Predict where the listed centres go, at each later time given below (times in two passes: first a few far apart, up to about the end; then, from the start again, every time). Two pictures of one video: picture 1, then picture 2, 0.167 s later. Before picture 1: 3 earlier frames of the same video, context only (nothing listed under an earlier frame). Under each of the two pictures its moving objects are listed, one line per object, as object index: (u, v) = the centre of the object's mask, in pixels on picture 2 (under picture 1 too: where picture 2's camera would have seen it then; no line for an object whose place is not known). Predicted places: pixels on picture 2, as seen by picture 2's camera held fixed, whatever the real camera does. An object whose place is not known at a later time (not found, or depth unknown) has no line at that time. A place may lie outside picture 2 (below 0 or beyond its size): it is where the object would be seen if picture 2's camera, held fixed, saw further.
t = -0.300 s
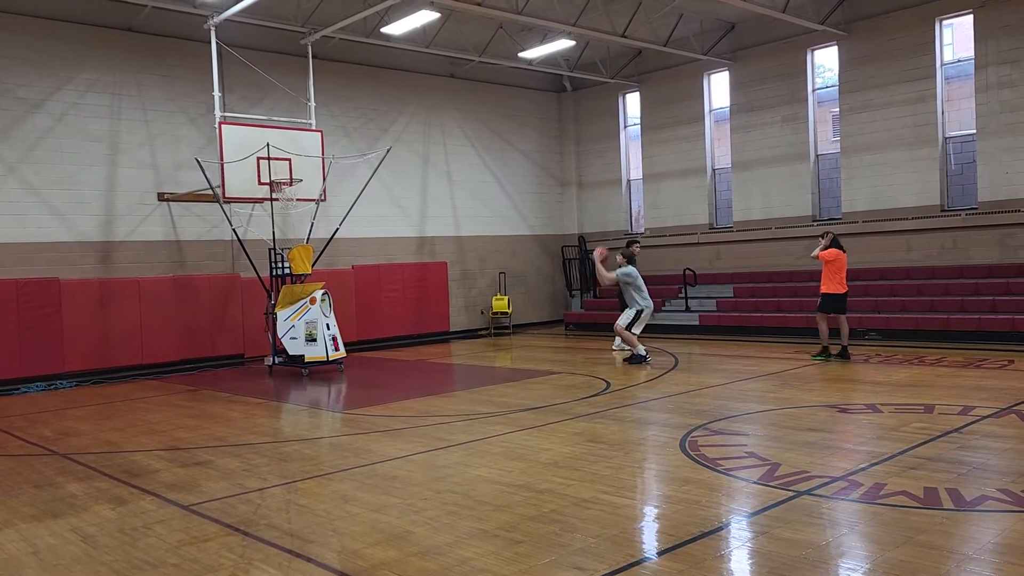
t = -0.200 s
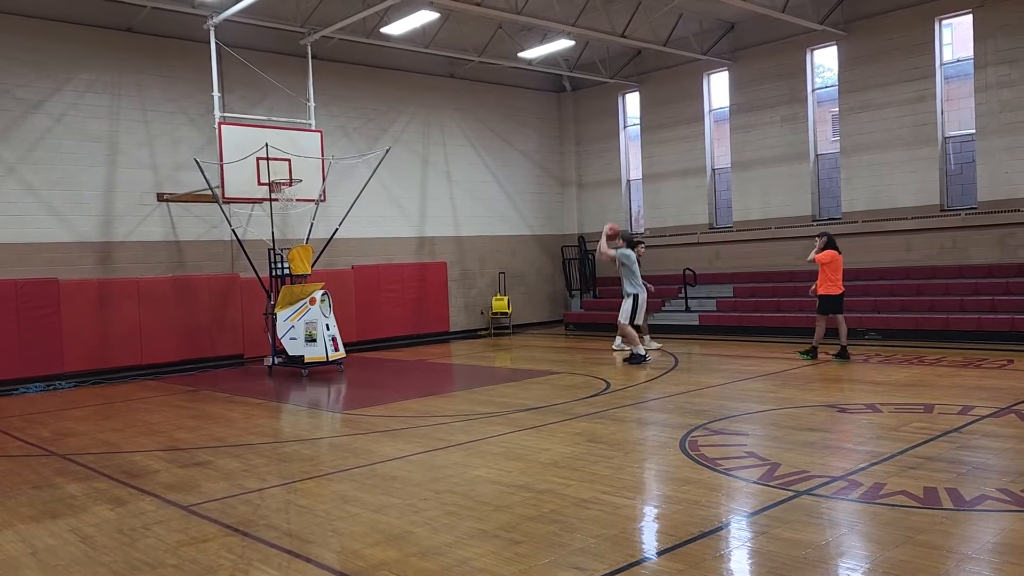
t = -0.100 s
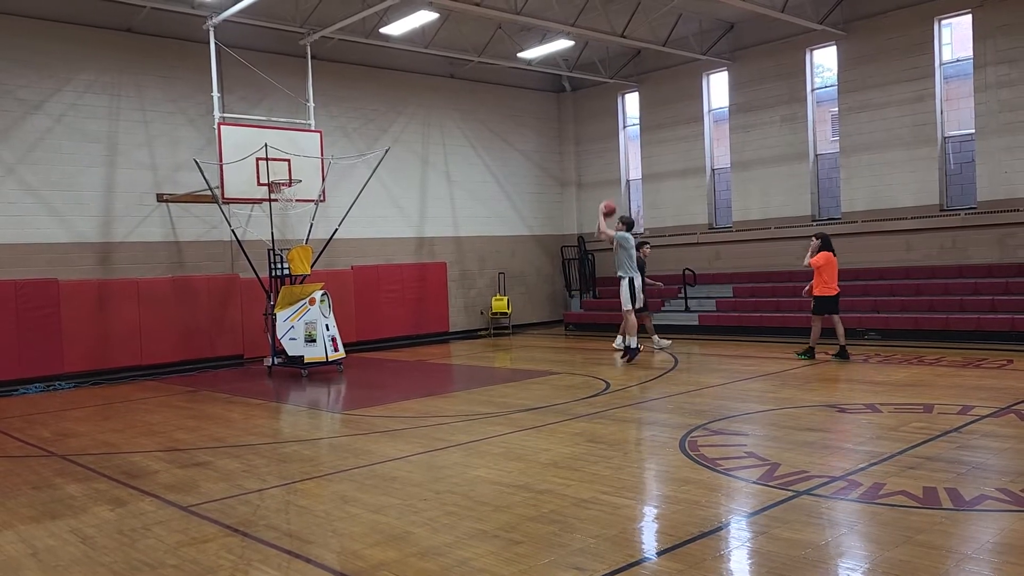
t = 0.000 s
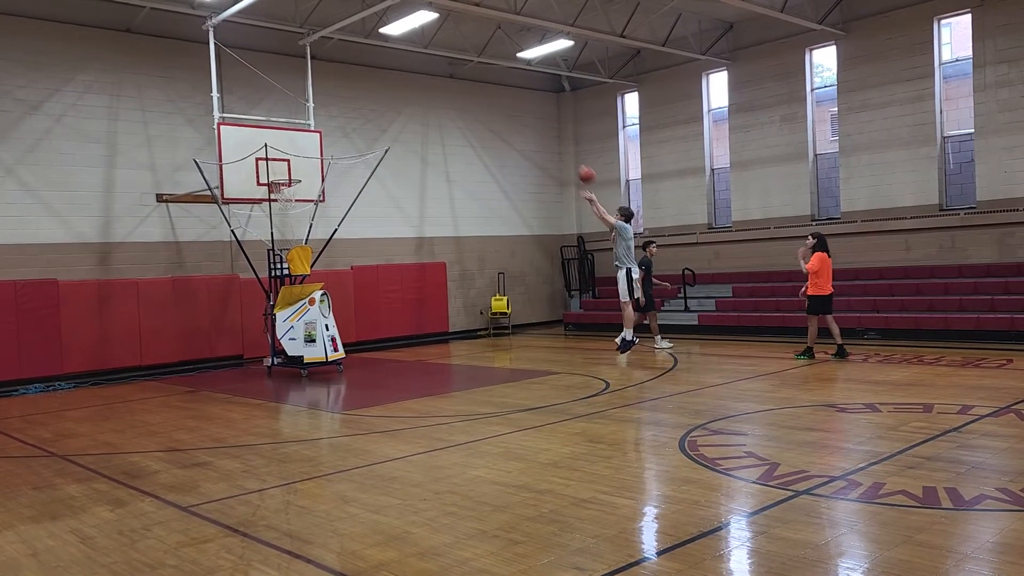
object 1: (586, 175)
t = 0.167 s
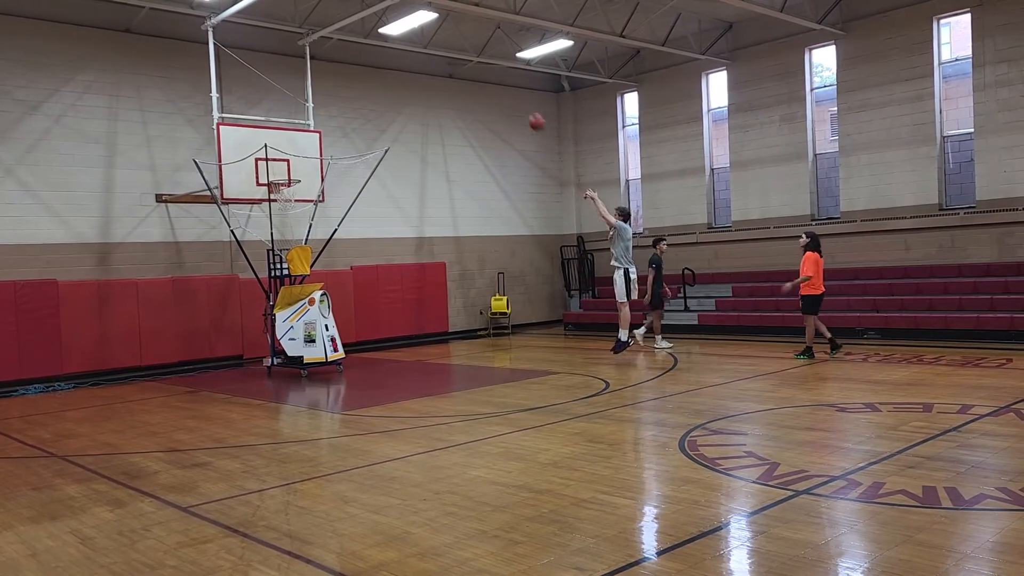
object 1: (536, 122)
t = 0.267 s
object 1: (508, 100)
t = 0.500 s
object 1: (444, 73)
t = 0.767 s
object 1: (378, 86)
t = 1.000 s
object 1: (323, 134)
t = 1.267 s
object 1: (273, 196)
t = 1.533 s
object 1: (268, 213)
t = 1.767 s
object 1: (280, 244)
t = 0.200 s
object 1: (527, 113)
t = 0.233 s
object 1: (518, 106)
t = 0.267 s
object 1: (508, 100)
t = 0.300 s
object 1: (498, 93)
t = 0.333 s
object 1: (489, 89)
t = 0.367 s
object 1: (480, 84)
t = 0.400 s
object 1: (471, 80)
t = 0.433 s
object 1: (462, 77)
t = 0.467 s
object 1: (453, 75)
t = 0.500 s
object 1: (444, 73)
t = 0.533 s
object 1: (436, 72)
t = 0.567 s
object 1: (427, 72)
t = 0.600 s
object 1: (419, 73)
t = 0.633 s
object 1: (410, 74)
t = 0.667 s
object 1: (403, 76)
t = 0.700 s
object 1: (395, 79)
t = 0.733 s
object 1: (386, 82)
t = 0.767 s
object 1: (378, 86)
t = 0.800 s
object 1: (369, 91)
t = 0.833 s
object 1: (362, 97)
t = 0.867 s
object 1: (353, 103)
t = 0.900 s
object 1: (345, 109)
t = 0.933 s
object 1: (337, 117)
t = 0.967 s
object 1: (330, 125)
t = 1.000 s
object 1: (323, 134)
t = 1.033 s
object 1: (315, 143)
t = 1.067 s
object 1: (307, 152)
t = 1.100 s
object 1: (300, 164)
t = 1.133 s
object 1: (294, 174)
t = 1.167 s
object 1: (285, 184)
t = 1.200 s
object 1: (279, 190)
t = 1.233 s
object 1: (275, 196)
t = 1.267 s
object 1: (273, 196)
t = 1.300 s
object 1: (273, 193)
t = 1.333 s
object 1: (271, 196)
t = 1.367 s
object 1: (271, 198)
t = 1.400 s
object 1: (270, 199)
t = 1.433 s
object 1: (269, 201)
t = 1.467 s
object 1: (269, 205)
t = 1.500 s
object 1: (268, 209)
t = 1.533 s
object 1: (268, 213)
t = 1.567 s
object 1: (269, 217)
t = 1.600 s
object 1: (270, 221)
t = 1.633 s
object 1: (270, 226)
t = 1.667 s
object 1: (272, 230)
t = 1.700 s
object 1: (274, 235)
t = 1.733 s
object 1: (276, 239)
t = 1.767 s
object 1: (280, 244)
